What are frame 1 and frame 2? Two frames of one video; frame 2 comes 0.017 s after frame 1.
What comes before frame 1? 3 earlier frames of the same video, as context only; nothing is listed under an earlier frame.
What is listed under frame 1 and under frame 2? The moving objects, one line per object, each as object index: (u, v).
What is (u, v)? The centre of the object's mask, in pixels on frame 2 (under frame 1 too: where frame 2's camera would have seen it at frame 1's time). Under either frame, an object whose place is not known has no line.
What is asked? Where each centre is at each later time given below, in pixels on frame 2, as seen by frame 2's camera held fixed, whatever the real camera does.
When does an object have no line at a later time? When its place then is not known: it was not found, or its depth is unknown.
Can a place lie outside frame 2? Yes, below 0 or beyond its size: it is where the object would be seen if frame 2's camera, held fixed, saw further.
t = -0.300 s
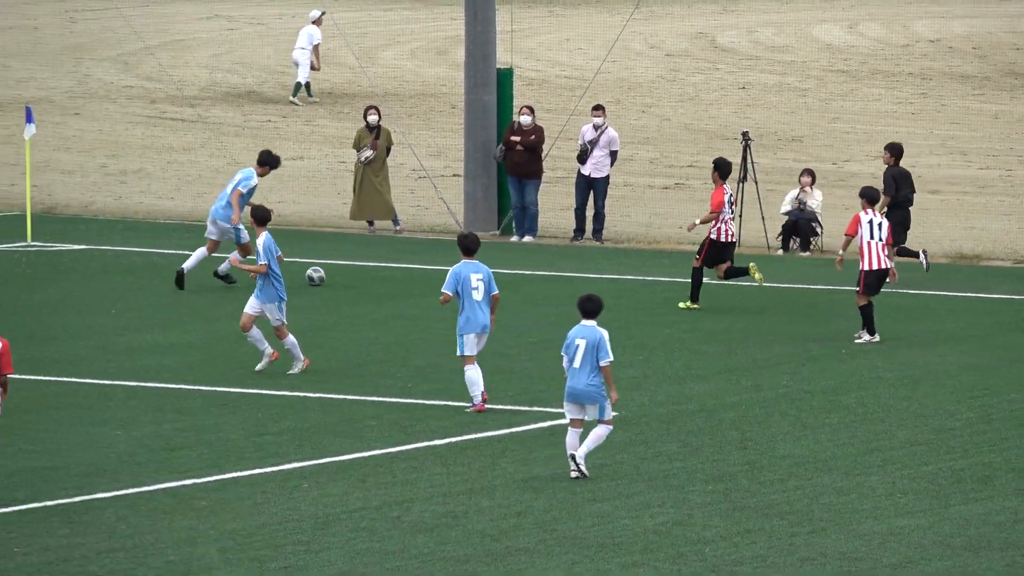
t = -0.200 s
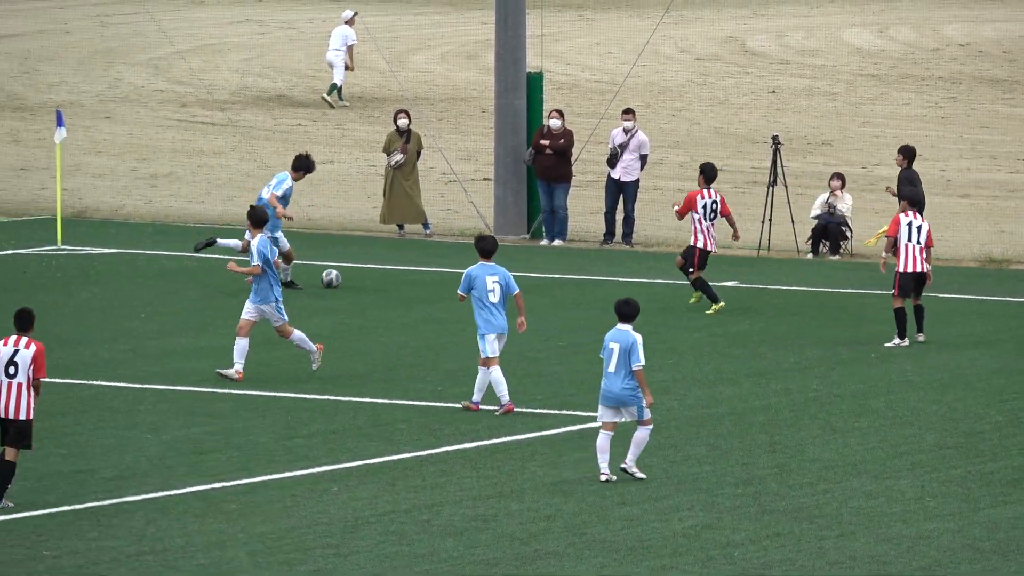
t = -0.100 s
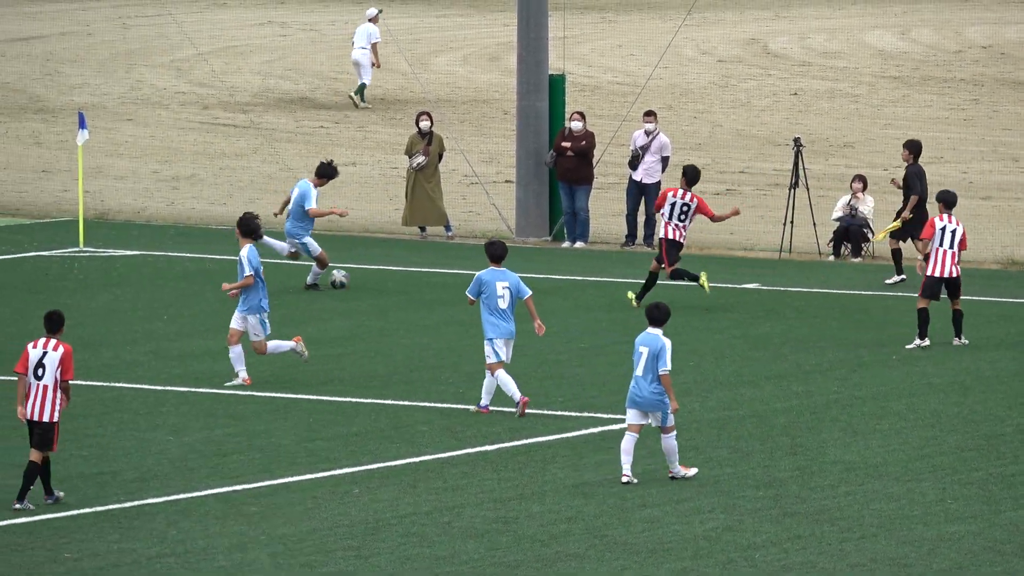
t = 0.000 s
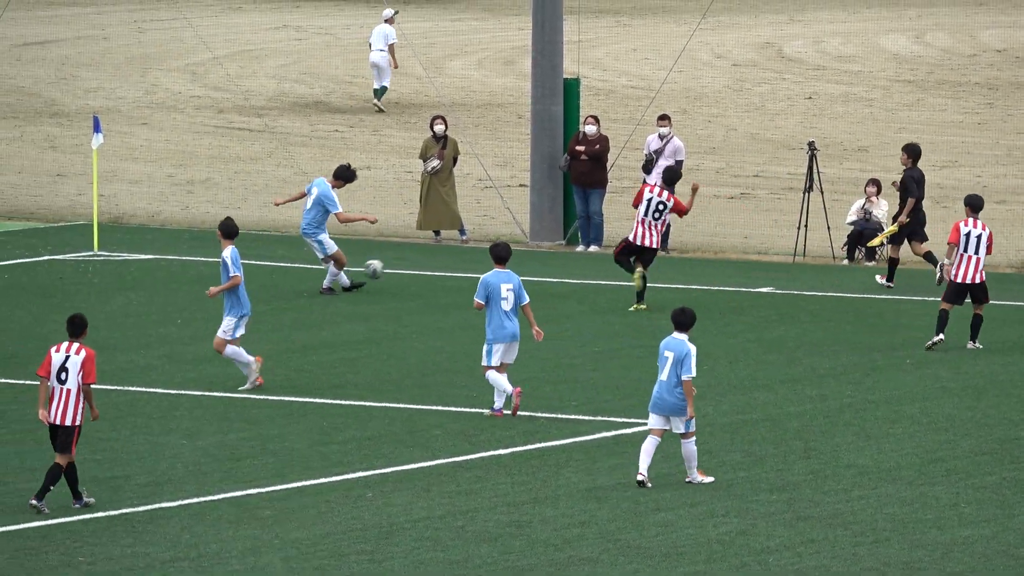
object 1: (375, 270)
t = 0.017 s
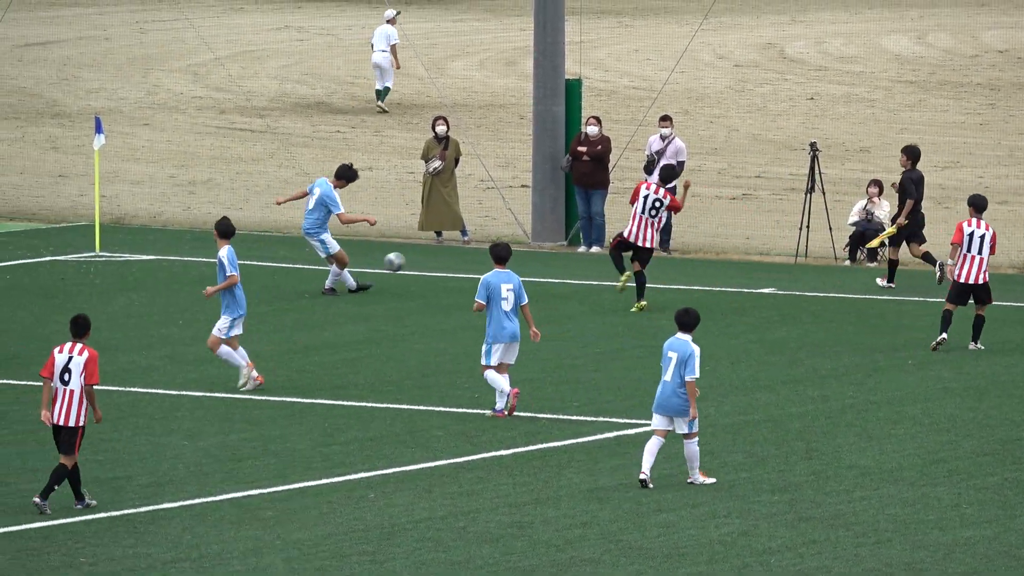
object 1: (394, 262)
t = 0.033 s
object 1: (413, 255)
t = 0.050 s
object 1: (432, 247)
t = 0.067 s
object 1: (452, 240)
